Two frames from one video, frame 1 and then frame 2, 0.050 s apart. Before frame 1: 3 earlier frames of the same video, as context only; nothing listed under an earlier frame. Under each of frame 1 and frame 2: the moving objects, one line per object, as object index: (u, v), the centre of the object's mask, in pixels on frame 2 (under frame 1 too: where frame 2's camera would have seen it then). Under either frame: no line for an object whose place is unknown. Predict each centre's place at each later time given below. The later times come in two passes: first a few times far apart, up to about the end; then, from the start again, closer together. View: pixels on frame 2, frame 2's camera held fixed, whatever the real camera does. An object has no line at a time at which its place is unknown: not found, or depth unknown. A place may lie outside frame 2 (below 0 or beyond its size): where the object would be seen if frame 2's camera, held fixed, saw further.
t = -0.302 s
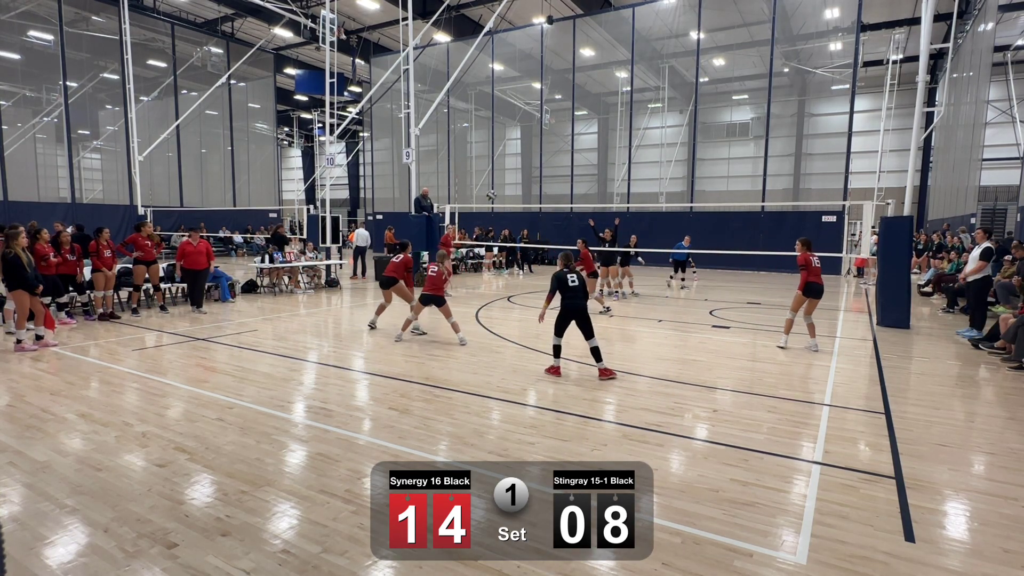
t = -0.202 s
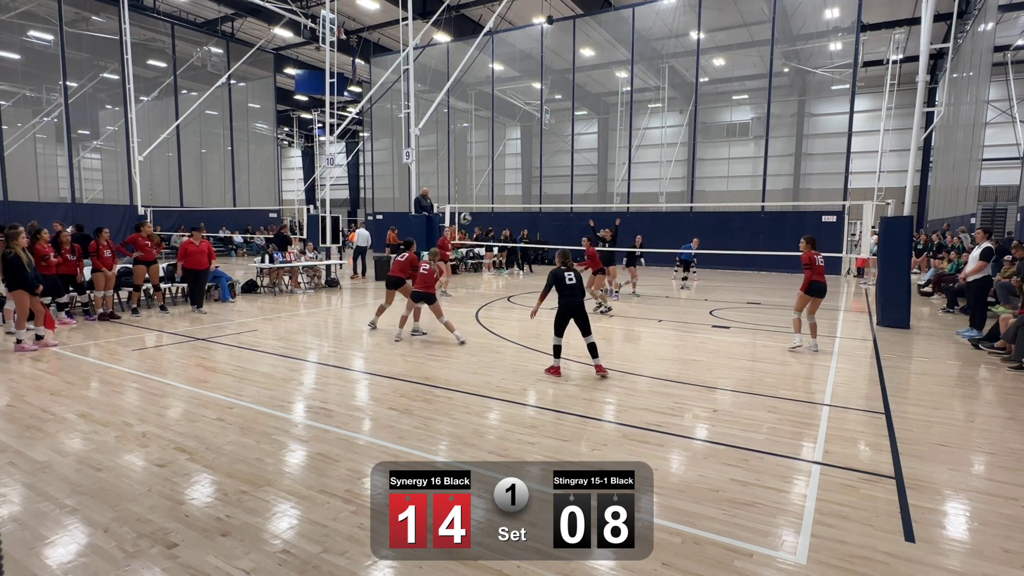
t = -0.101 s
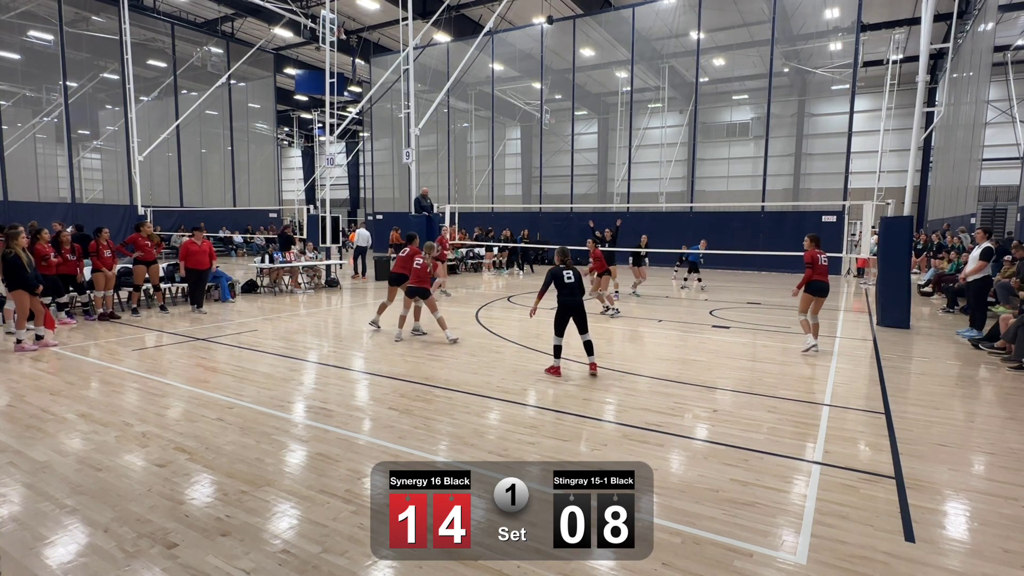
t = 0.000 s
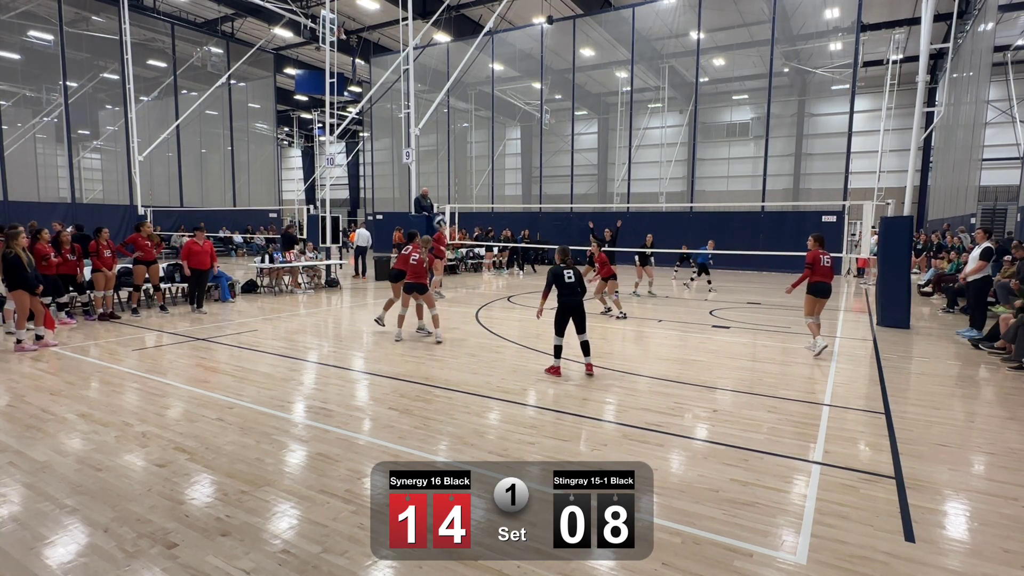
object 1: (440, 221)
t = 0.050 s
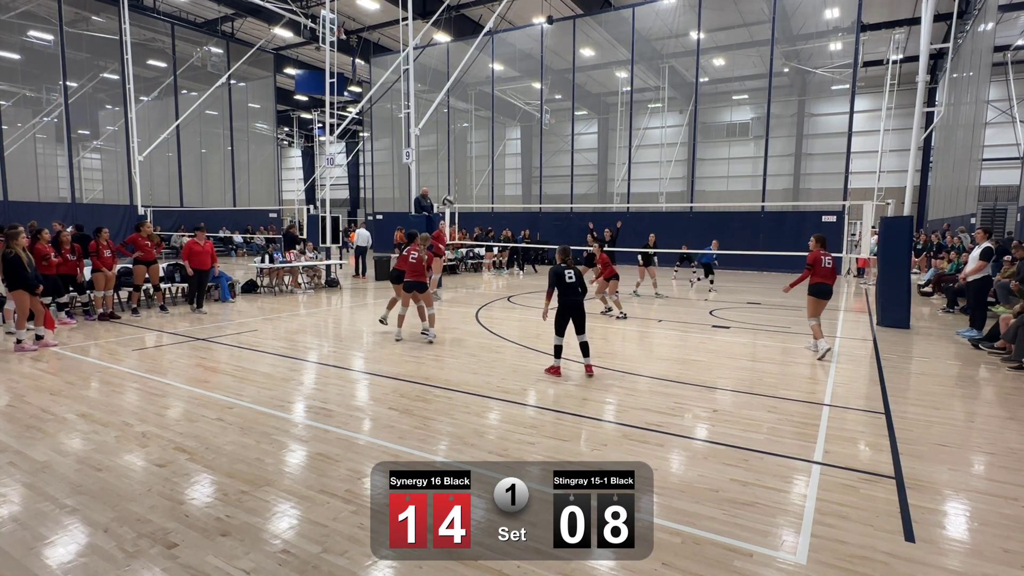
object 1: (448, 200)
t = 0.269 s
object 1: (483, 125)
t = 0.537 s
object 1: (530, 71)
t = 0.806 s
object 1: (578, 62)
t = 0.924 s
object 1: (600, 74)
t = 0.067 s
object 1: (451, 193)
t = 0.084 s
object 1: (453, 187)
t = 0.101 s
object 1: (456, 181)
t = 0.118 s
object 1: (459, 175)
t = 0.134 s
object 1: (462, 168)
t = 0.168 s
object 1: (467, 157)
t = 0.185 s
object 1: (470, 151)
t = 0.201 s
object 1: (472, 146)
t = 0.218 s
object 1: (475, 141)
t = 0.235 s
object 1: (478, 136)
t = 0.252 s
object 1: (481, 130)
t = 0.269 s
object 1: (483, 125)
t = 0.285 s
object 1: (487, 121)
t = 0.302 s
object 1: (489, 116)
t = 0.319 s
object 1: (492, 112)
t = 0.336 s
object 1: (495, 108)
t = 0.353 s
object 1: (498, 104)
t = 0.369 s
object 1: (500, 100)
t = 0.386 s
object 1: (504, 96)
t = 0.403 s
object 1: (507, 92)
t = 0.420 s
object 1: (509, 89)
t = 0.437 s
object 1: (513, 84)
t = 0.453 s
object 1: (515, 83)
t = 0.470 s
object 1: (518, 80)
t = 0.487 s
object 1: (521, 77)
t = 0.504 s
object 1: (524, 75)
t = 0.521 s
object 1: (527, 73)
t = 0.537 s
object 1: (530, 71)
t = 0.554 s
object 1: (533, 69)
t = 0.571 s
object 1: (536, 67)
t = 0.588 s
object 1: (539, 65)
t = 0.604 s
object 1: (541, 64)
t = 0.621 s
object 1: (545, 62)
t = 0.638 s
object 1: (548, 61)
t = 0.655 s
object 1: (551, 61)
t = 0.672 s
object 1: (554, 60)
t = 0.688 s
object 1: (557, 60)
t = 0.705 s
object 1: (560, 59)
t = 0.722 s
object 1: (563, 60)
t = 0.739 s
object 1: (566, 60)
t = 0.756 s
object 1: (569, 60)
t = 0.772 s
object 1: (572, 60)
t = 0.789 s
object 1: (575, 60)
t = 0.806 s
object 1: (578, 62)
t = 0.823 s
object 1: (581, 63)
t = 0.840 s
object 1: (585, 64)
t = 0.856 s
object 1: (588, 66)
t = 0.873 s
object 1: (591, 68)
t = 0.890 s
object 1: (594, 70)
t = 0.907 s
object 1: (597, 72)
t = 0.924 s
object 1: (600, 74)
